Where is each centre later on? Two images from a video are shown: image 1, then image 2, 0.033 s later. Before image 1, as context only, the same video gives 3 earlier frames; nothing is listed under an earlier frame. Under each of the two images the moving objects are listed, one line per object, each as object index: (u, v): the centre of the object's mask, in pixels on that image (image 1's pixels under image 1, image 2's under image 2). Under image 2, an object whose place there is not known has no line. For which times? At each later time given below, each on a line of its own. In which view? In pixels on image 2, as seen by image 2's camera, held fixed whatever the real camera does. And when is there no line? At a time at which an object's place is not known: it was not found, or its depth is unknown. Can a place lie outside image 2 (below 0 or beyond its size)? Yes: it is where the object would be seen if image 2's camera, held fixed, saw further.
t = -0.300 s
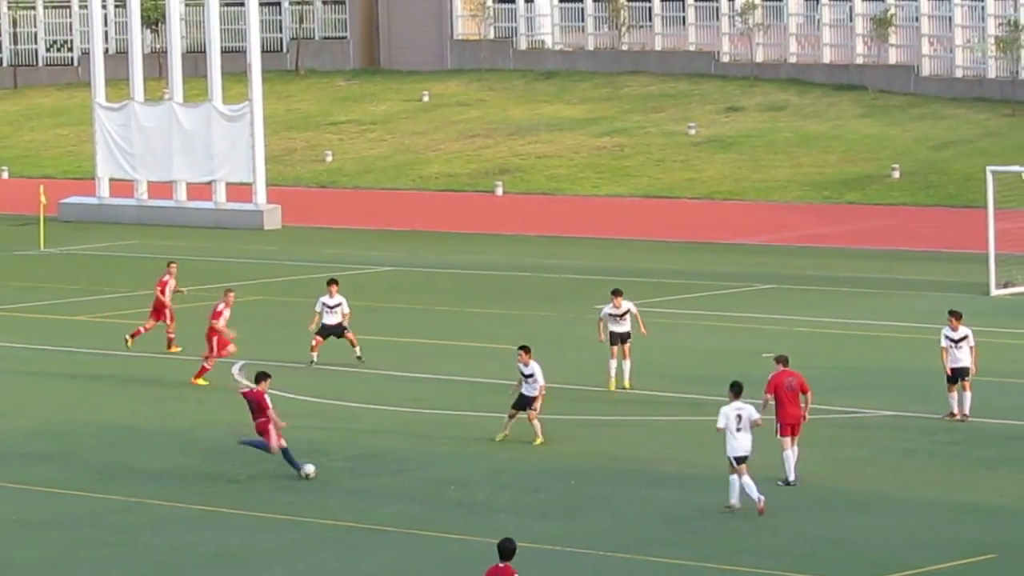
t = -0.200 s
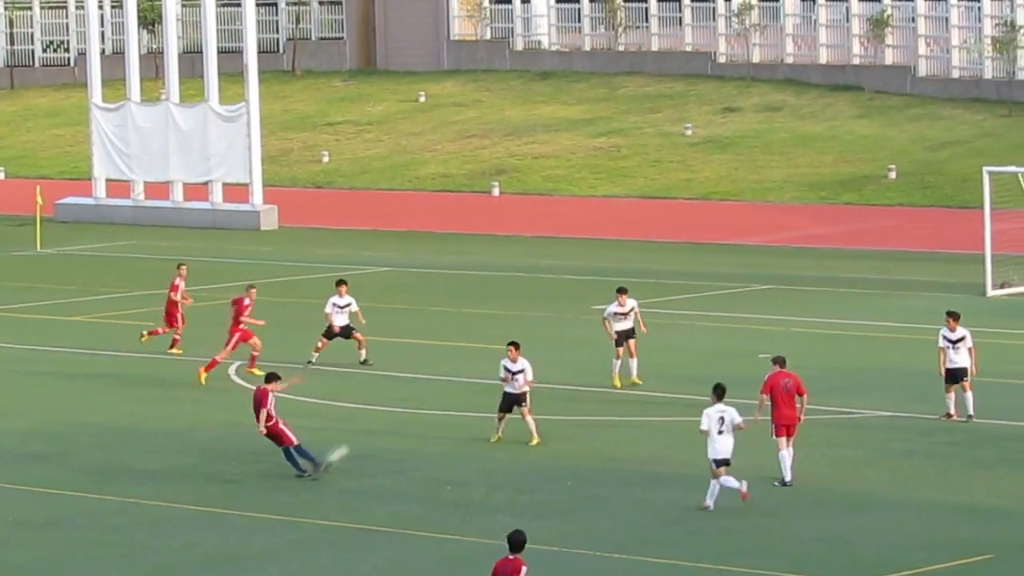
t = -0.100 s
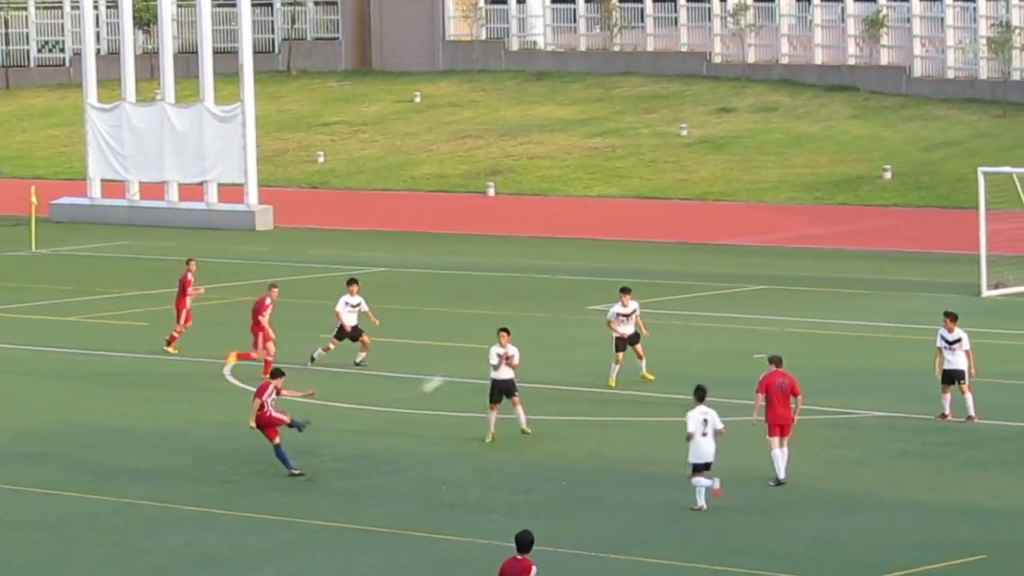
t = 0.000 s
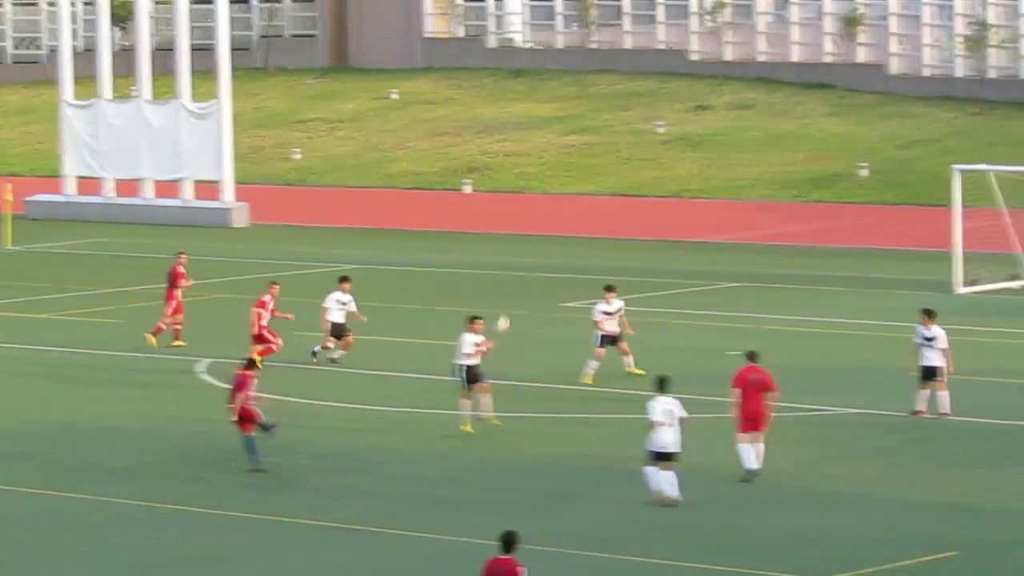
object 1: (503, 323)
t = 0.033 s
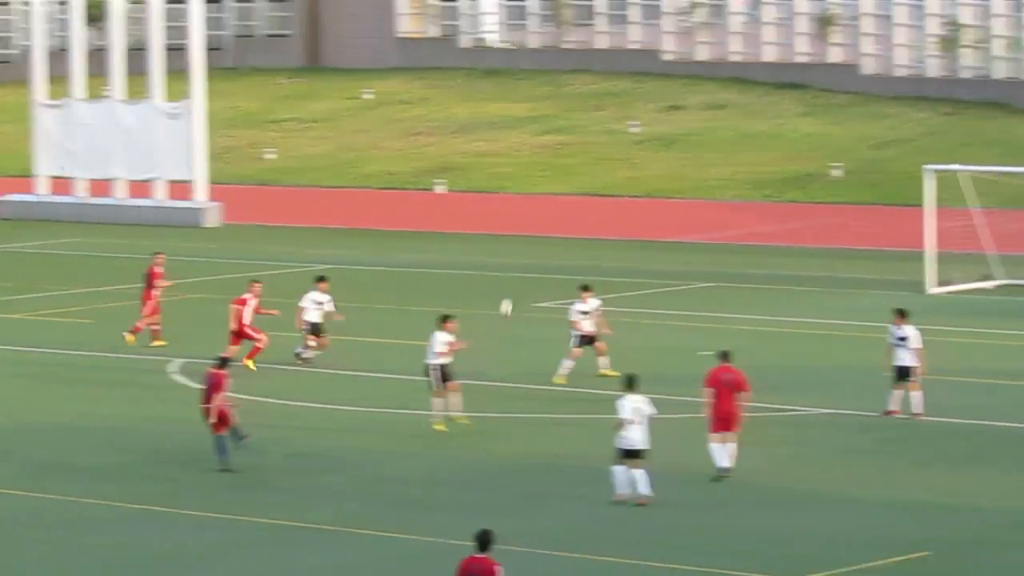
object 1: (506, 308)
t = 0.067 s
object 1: (535, 293)
